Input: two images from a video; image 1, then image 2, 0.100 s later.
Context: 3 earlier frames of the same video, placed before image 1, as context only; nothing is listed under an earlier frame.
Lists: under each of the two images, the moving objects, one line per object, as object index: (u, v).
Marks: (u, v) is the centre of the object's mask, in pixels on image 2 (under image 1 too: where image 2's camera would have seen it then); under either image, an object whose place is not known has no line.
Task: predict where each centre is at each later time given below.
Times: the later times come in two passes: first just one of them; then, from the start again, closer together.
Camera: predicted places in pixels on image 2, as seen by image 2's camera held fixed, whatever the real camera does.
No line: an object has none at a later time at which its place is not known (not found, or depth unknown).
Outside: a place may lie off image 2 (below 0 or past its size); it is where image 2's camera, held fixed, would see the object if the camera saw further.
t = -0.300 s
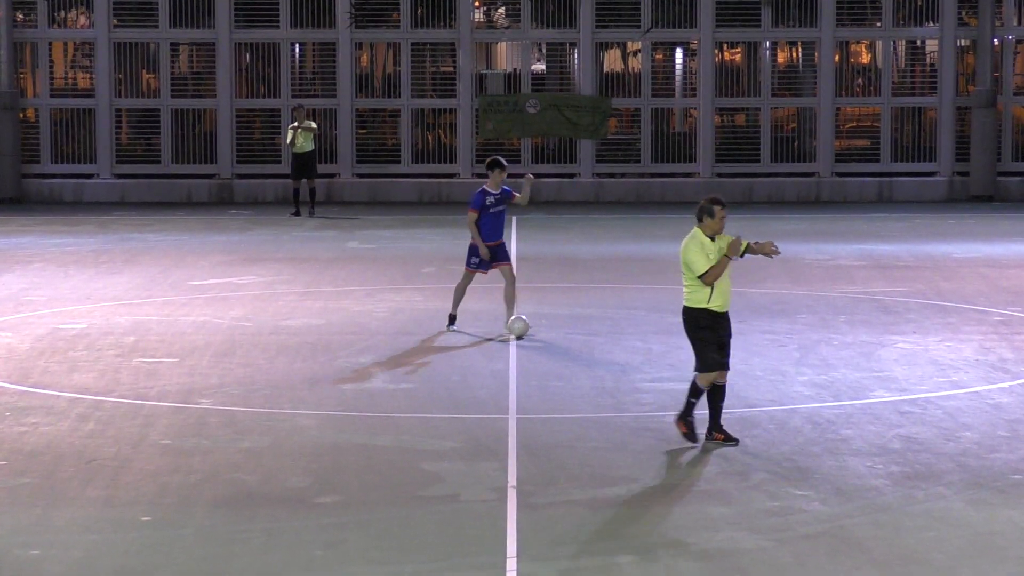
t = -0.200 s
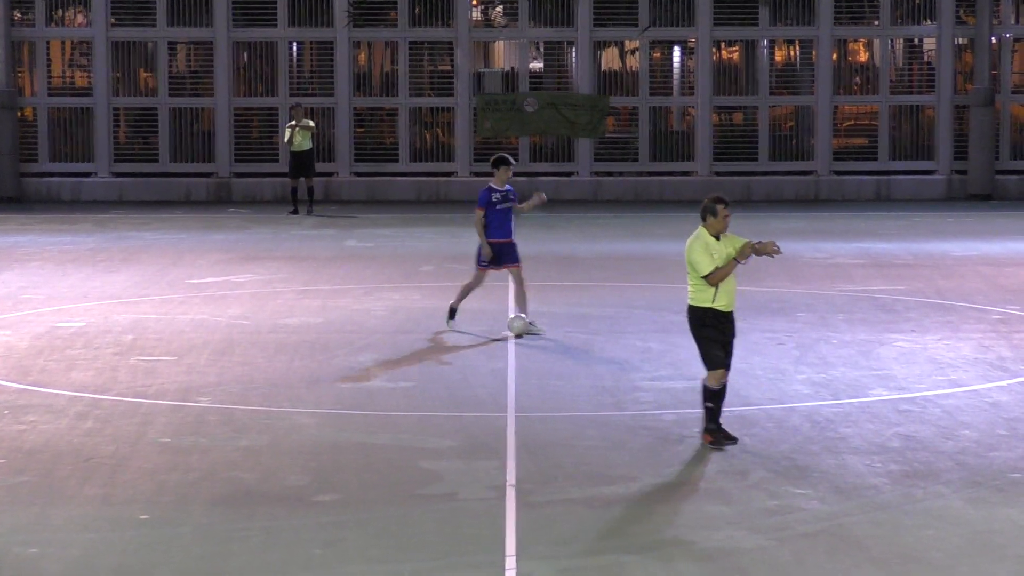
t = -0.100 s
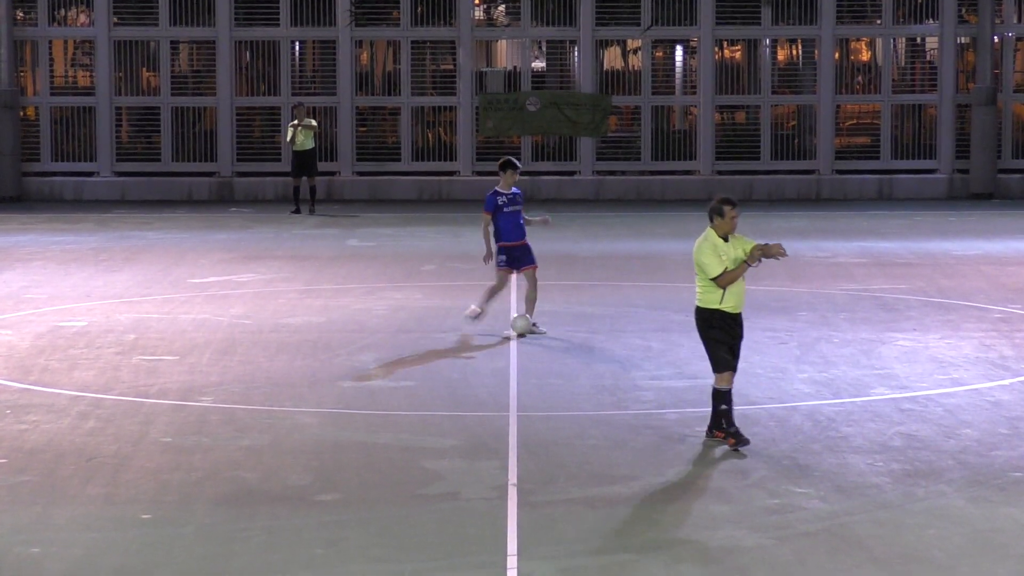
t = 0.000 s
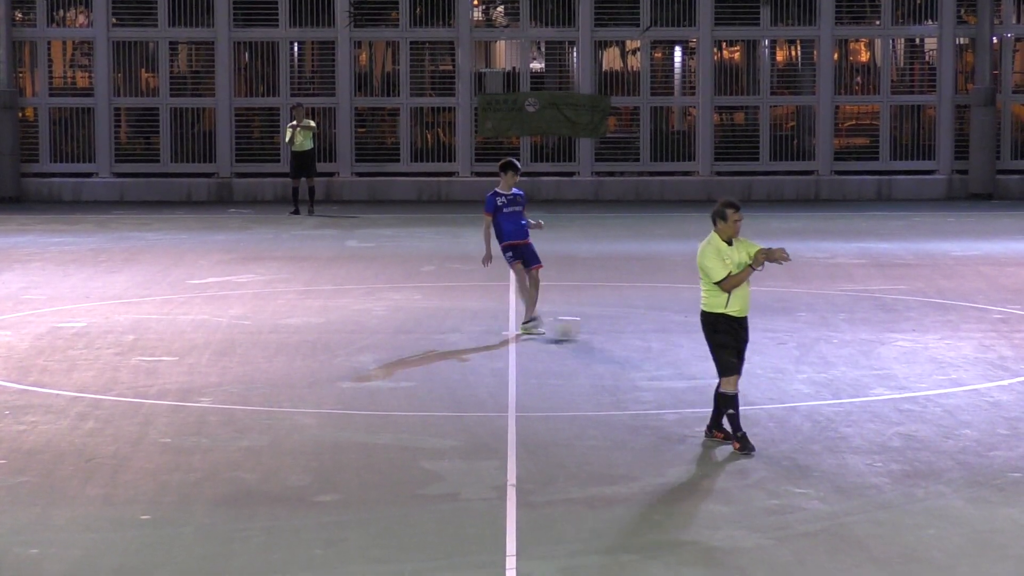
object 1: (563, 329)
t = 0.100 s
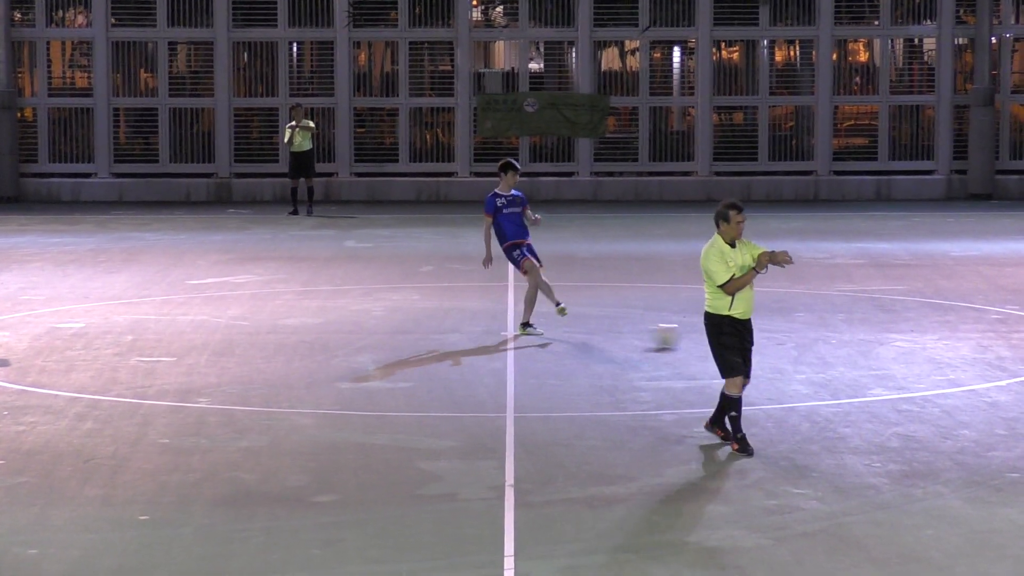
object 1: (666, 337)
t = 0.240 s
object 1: (804, 346)
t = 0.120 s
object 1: (686, 337)
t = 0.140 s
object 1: (701, 339)
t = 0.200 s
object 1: (770, 342)
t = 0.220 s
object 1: (785, 344)
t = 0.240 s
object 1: (804, 346)
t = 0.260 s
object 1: (822, 347)
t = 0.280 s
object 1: (842, 349)
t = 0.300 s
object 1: (861, 350)
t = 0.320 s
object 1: (878, 351)
